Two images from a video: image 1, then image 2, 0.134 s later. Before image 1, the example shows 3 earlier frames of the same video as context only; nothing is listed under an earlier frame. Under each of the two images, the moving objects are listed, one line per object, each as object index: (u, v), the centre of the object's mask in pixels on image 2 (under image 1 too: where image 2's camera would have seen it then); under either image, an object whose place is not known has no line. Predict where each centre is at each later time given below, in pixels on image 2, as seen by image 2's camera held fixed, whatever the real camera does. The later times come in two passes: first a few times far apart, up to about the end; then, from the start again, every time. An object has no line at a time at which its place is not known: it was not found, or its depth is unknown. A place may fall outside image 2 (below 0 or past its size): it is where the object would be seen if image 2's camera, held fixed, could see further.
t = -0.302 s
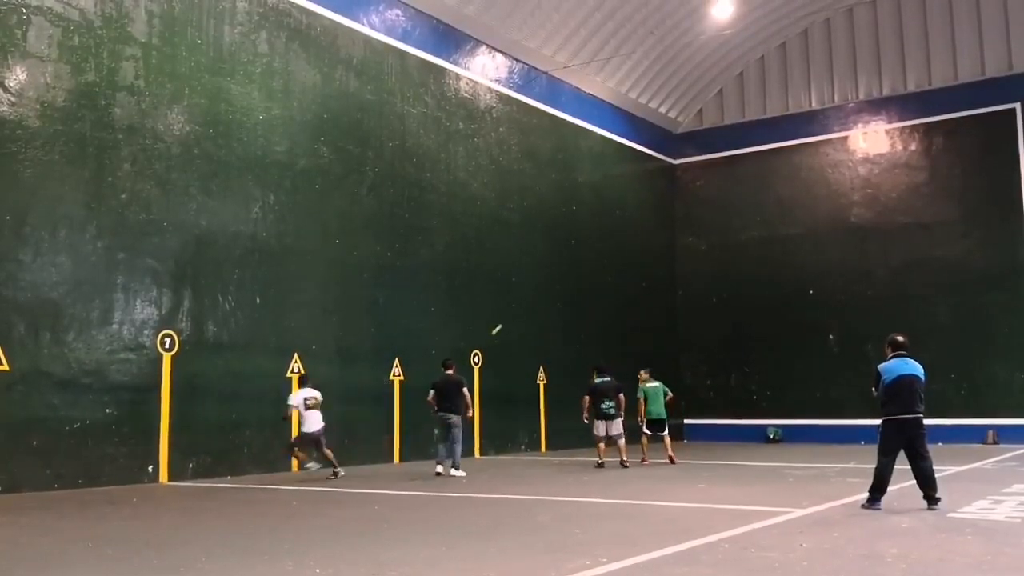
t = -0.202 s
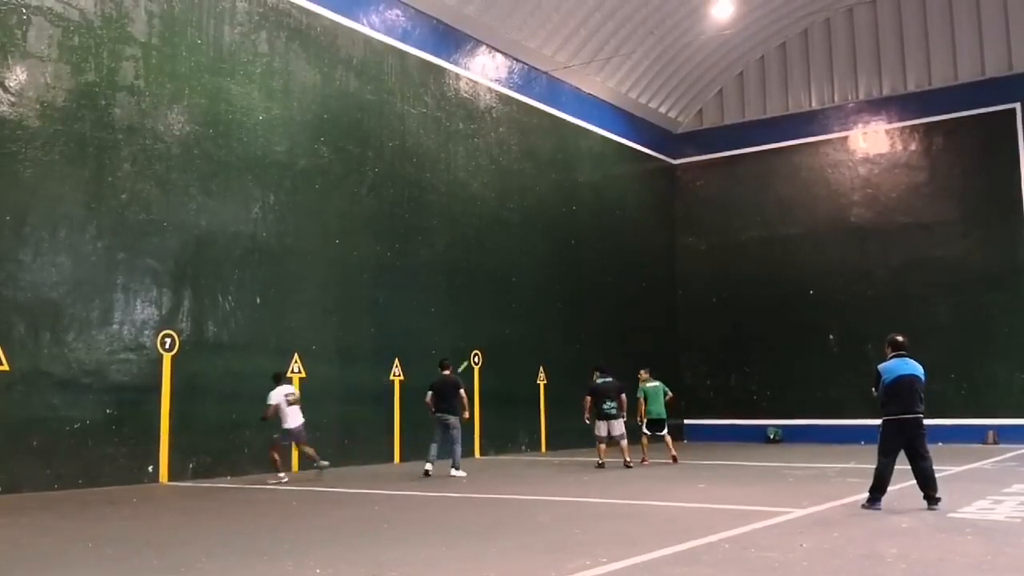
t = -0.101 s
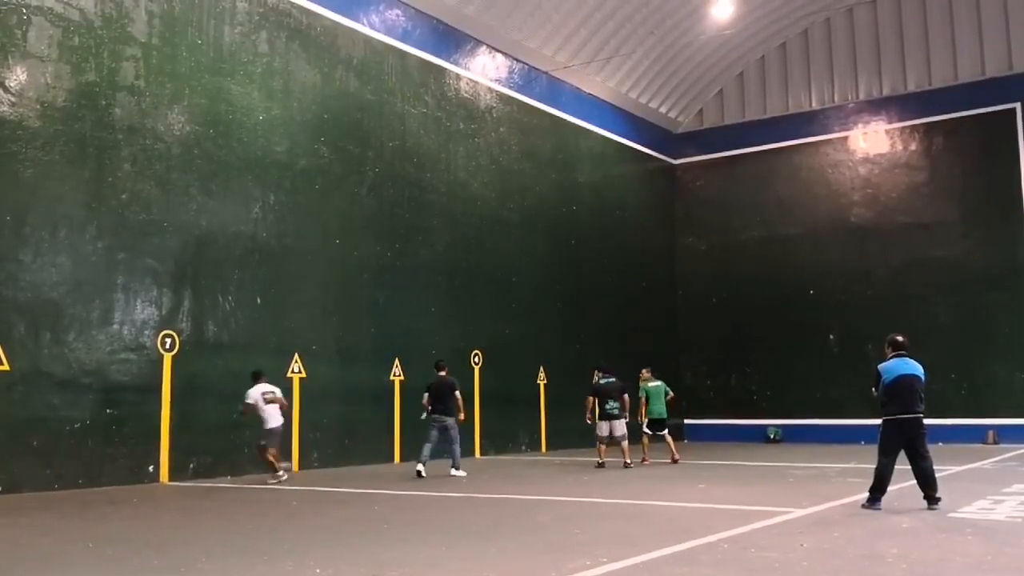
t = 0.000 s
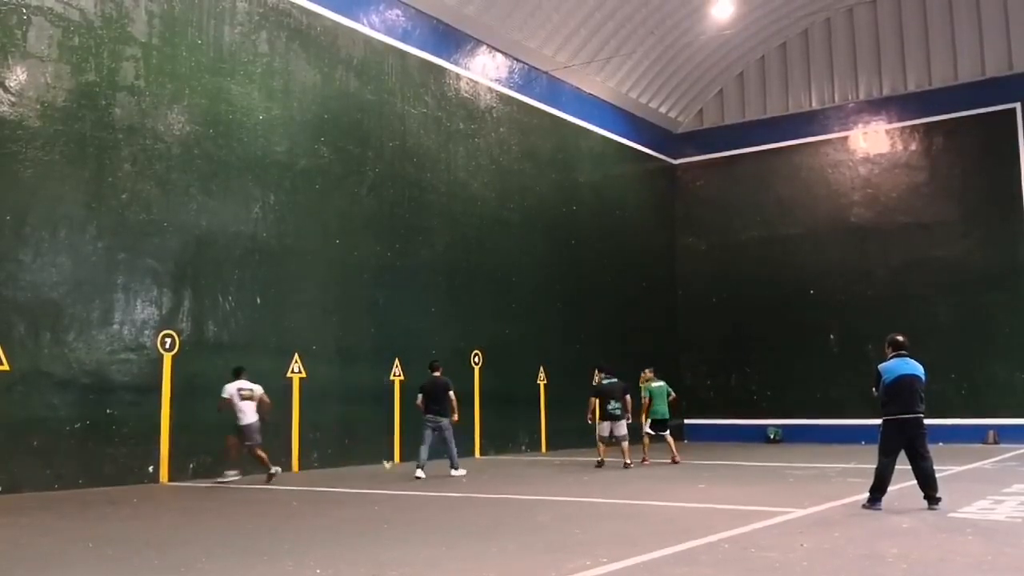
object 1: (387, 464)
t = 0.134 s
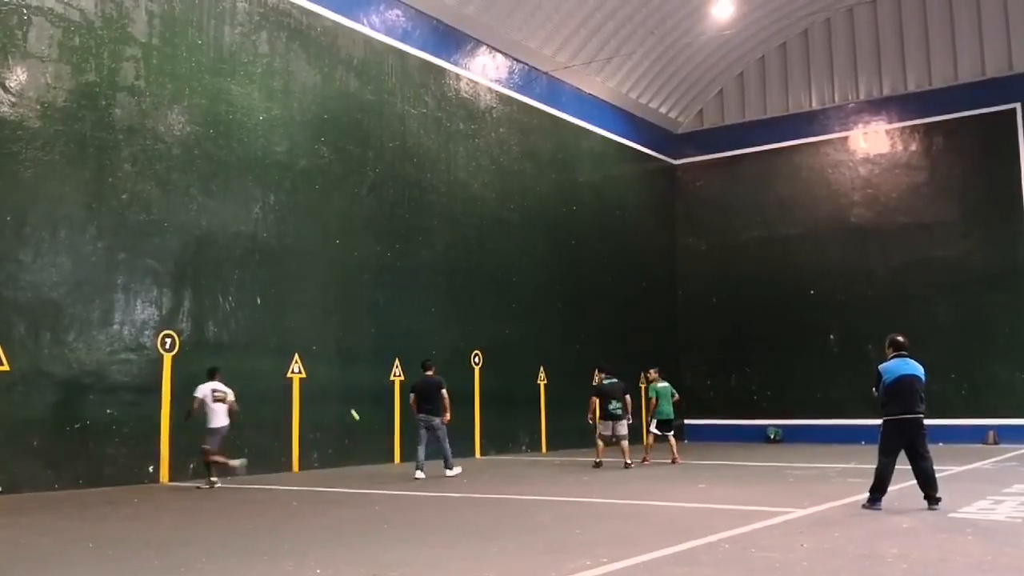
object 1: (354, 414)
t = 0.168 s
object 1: (346, 403)
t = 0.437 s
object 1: (275, 334)
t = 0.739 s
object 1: (184, 312)
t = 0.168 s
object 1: (346, 403)
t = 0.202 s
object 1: (338, 392)
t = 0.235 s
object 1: (329, 383)
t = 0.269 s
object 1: (321, 372)
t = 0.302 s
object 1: (312, 364)
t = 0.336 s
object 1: (303, 356)
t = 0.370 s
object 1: (294, 348)
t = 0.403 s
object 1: (284, 341)
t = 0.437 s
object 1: (275, 334)
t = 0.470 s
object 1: (265, 329)
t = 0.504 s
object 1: (256, 325)
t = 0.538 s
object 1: (246, 321)
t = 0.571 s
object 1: (236, 317)
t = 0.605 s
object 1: (226, 315)
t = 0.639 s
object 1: (216, 313)
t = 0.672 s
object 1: (205, 312)
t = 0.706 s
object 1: (195, 311)
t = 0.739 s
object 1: (184, 312)
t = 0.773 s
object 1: (173, 313)
